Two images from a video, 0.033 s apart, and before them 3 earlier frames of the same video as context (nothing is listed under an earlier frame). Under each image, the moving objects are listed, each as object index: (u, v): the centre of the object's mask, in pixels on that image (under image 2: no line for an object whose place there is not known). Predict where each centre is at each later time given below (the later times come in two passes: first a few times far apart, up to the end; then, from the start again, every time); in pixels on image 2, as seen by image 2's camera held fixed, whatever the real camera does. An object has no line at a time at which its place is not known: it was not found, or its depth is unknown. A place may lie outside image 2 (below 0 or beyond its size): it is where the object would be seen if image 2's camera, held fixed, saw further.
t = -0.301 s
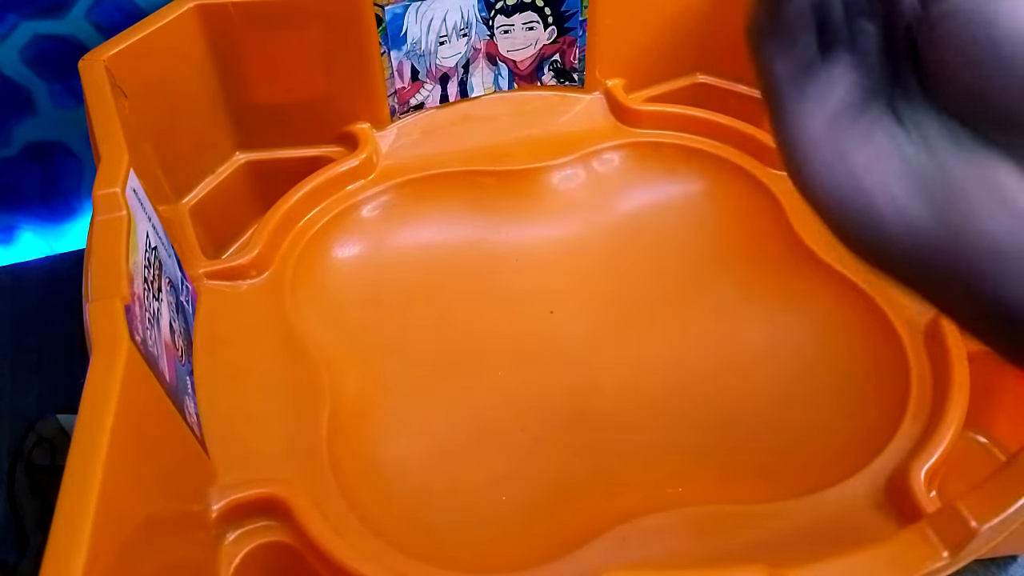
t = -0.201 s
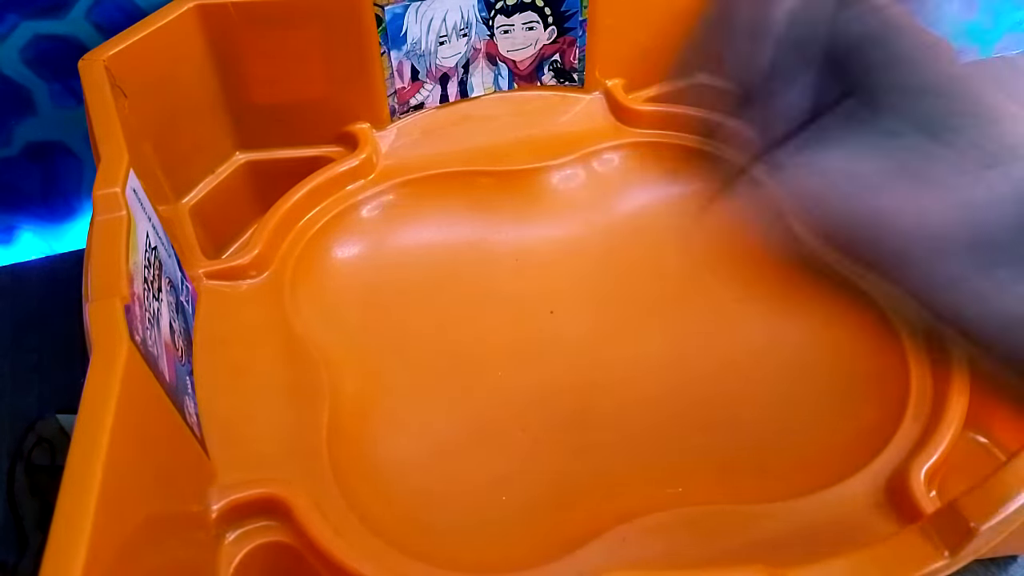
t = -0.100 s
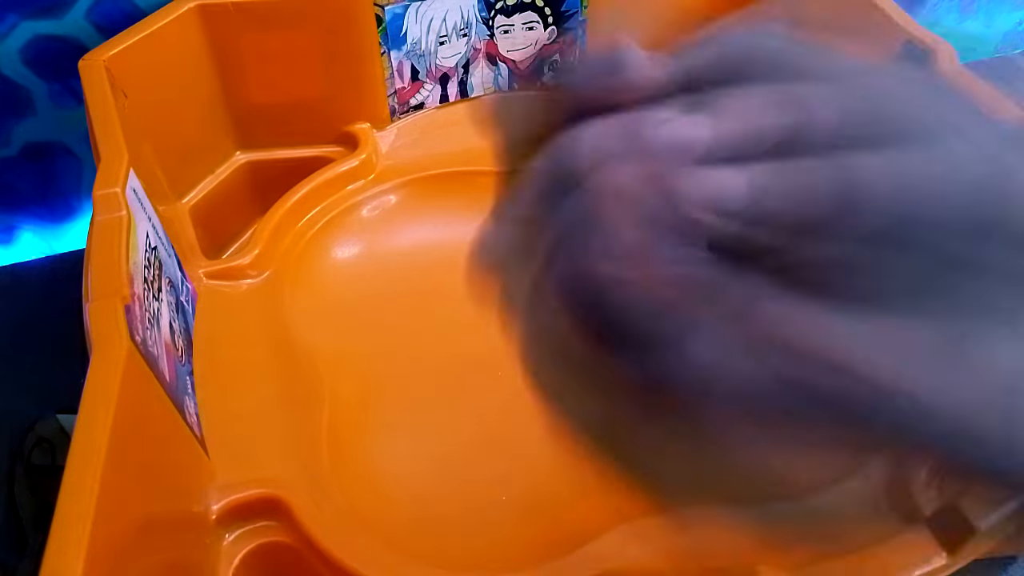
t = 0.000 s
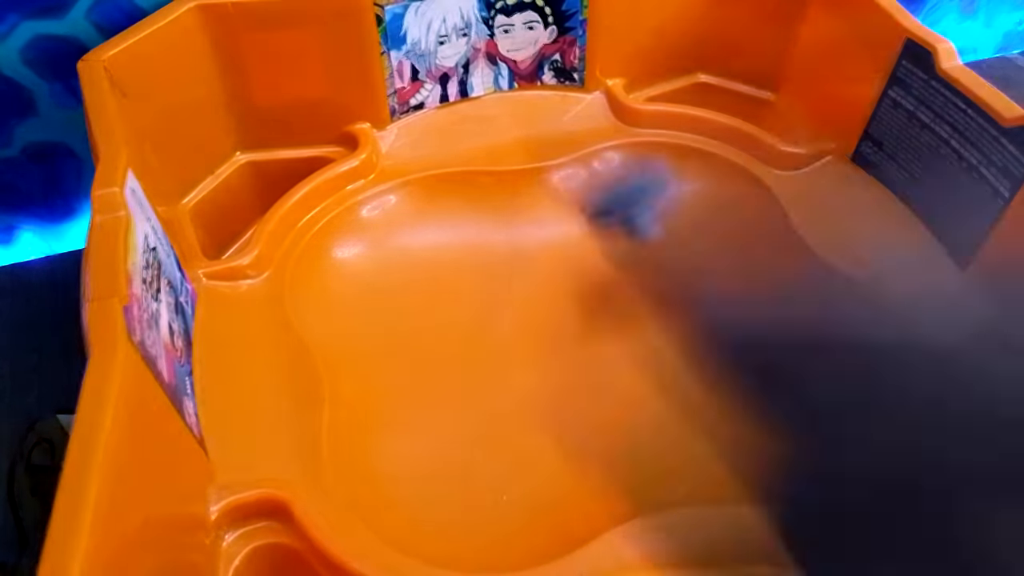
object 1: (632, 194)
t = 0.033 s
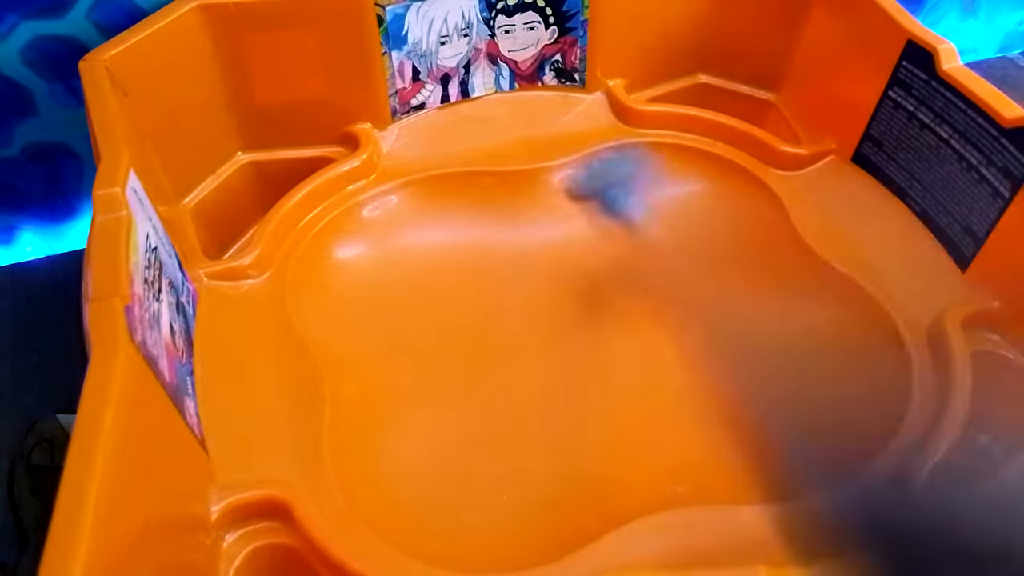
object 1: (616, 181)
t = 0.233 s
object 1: (533, 250)
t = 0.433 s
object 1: (589, 354)
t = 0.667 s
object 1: (719, 266)
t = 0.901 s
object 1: (689, 245)
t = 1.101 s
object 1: (652, 179)
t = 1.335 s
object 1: (666, 257)
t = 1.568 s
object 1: (480, 251)
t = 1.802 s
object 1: (448, 245)
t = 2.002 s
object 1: (454, 286)
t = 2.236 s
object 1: (463, 317)
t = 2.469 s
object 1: (545, 336)
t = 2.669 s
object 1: (626, 363)
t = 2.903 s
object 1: (659, 356)
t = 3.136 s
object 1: (680, 334)
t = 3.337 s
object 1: (670, 319)
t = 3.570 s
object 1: (622, 302)
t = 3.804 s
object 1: (585, 269)
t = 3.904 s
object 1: (596, 259)
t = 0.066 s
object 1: (587, 172)
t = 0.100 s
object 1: (565, 175)
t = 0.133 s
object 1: (546, 197)
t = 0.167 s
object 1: (530, 220)
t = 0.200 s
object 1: (531, 228)
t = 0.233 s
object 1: (533, 250)
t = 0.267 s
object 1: (534, 303)
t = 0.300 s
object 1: (539, 315)
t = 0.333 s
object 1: (548, 330)
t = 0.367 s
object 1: (560, 338)
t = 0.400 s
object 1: (576, 354)
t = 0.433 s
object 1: (589, 354)
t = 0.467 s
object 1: (606, 357)
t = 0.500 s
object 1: (624, 351)
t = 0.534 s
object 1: (646, 339)
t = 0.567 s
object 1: (665, 329)
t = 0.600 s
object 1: (683, 312)
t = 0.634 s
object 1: (700, 289)
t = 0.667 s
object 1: (719, 266)
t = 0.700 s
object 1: (735, 246)
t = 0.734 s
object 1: (745, 229)
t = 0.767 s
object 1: (745, 226)
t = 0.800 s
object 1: (736, 229)
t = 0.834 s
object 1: (720, 241)
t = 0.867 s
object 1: (703, 246)
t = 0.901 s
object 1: (689, 245)
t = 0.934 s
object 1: (676, 240)
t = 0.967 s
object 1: (662, 231)
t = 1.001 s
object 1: (653, 219)
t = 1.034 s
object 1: (646, 201)
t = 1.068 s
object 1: (648, 186)
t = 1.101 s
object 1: (652, 179)
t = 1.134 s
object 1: (658, 177)
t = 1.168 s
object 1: (673, 172)
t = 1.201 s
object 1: (696, 181)
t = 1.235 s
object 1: (706, 198)
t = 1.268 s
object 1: (705, 213)
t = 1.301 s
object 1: (691, 238)
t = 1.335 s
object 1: (666, 257)
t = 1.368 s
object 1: (638, 269)
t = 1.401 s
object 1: (606, 274)
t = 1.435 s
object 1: (575, 273)
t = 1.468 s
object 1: (545, 268)
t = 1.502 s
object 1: (520, 261)
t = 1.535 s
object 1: (499, 256)
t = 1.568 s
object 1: (480, 251)
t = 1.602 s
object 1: (464, 247)
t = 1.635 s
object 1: (454, 243)
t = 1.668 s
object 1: (449, 240)
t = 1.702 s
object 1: (447, 240)
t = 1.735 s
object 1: (447, 240)
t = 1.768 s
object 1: (447, 242)
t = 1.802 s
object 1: (448, 245)
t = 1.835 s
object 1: (449, 248)
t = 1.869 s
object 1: (452, 254)
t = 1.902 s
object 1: (454, 263)
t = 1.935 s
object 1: (456, 271)
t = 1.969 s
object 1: (455, 279)
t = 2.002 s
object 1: (454, 286)
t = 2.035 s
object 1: (454, 291)
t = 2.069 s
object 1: (454, 296)
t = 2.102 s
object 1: (456, 302)
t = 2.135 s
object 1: (458, 307)
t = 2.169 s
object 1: (459, 313)
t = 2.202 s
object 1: (460, 316)
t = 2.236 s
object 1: (463, 317)
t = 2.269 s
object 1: (468, 318)
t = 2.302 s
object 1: (479, 320)
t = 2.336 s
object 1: (490, 322)
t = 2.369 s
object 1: (503, 325)
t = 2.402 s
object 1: (515, 329)
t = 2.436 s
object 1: (528, 333)
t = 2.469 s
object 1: (545, 336)
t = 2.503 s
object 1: (563, 339)
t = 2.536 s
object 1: (582, 343)
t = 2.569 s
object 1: (601, 349)
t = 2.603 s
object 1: (613, 355)
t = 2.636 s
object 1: (622, 360)
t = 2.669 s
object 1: (626, 363)
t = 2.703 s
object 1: (631, 364)
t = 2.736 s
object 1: (637, 364)
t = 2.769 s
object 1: (644, 362)
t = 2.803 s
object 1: (649, 362)
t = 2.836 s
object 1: (654, 361)
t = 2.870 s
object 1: (656, 359)
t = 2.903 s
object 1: (659, 356)
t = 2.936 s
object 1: (663, 351)
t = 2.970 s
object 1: (669, 347)
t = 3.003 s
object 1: (674, 345)
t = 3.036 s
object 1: (678, 343)
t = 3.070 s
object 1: (679, 340)
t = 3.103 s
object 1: (680, 338)
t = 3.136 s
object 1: (680, 334)
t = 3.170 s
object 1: (681, 330)
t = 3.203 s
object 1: (681, 327)
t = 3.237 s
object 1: (681, 326)
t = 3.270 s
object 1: (680, 324)
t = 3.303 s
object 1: (676, 322)
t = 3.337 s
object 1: (670, 319)
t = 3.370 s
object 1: (665, 317)
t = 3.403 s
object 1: (660, 314)
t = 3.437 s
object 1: (655, 312)
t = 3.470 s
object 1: (651, 310)
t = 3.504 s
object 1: (642, 308)
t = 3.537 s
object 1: (633, 305)
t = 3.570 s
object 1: (622, 302)
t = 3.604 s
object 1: (612, 298)
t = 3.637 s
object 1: (604, 293)
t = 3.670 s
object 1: (598, 289)
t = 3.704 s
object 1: (593, 284)
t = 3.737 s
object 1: (589, 279)
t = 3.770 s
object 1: (586, 274)
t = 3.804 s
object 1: (585, 269)
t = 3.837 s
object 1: (587, 265)
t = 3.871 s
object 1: (591, 261)
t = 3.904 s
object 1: (596, 259)
